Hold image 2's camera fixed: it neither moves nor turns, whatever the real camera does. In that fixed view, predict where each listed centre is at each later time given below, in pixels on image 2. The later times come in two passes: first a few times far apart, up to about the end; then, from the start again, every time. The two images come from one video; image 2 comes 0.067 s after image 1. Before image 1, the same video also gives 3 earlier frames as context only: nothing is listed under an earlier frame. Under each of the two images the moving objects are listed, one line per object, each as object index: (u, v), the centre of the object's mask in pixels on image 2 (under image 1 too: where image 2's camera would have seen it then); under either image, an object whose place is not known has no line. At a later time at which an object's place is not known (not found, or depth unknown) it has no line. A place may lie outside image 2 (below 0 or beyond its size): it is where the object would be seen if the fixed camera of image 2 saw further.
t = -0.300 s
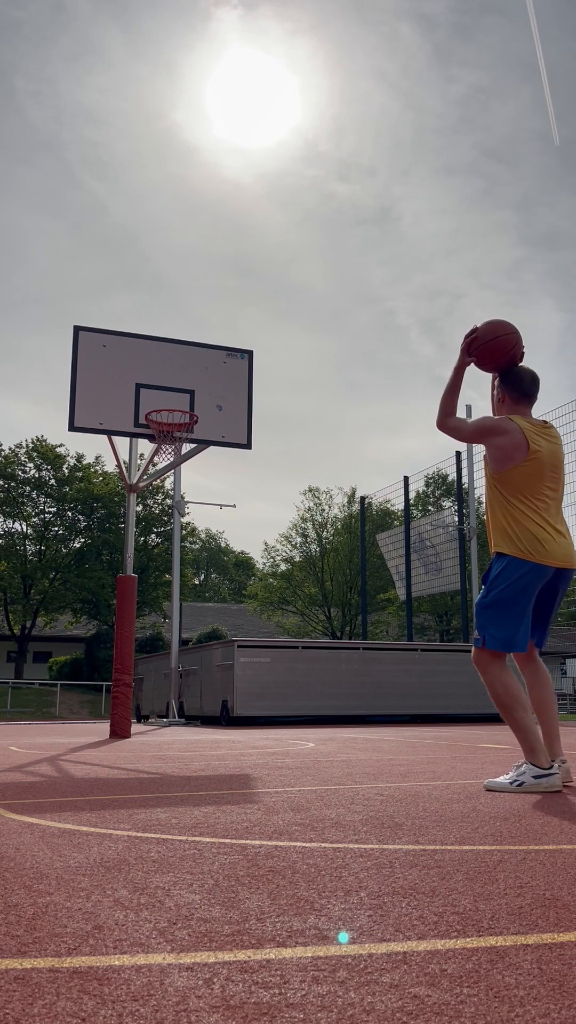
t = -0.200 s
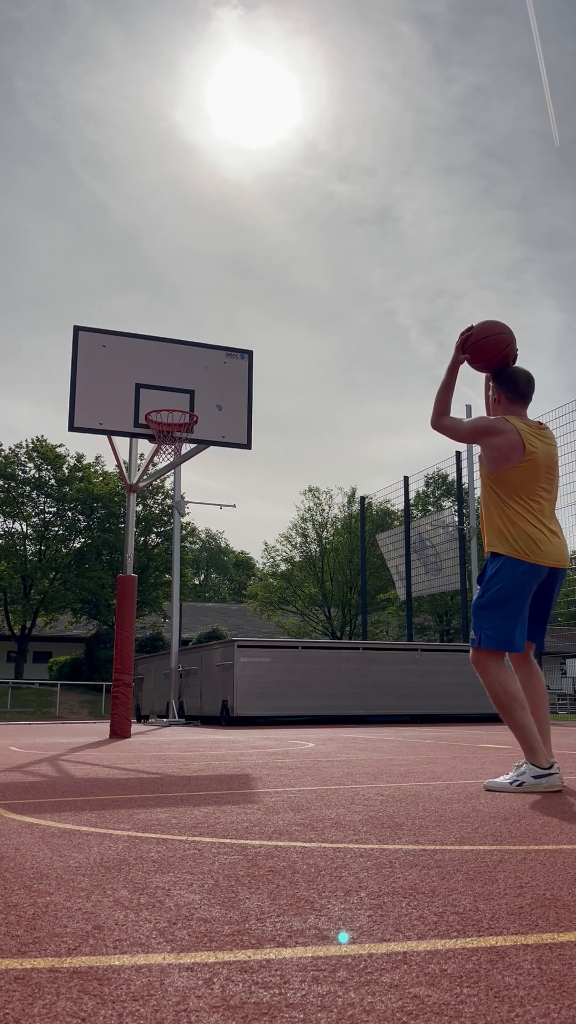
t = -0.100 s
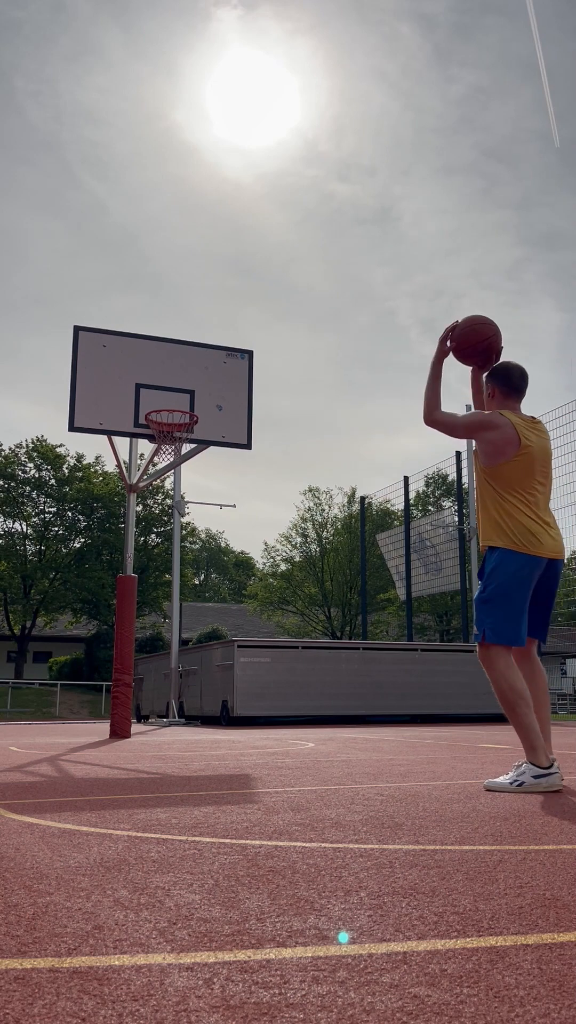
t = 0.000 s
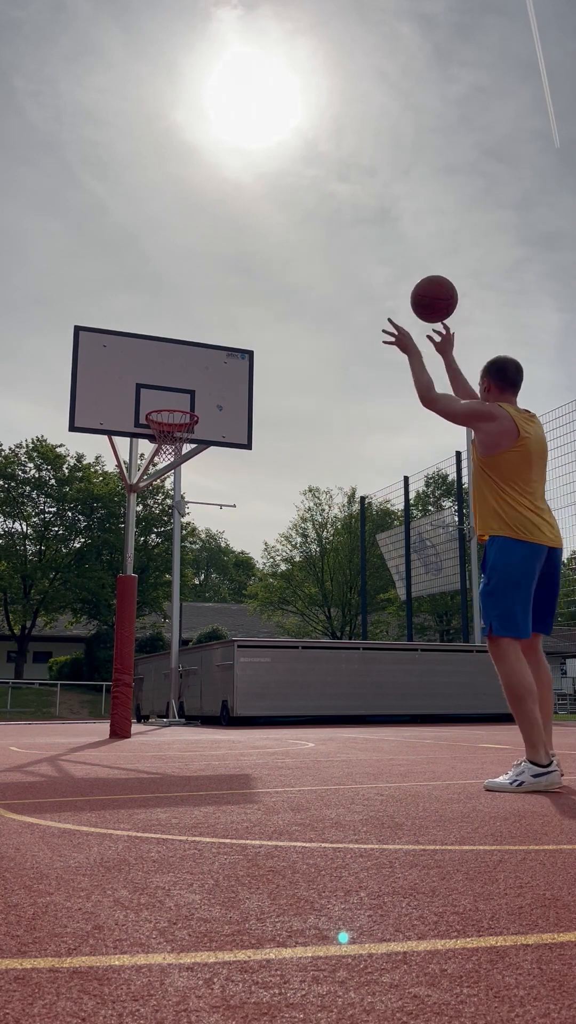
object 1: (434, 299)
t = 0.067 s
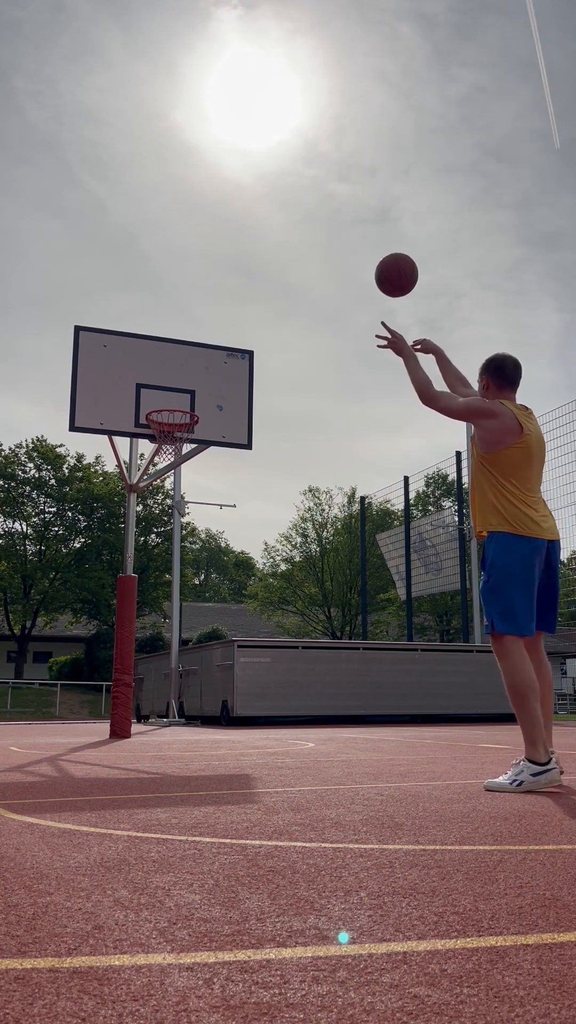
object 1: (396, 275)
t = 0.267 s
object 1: (313, 256)
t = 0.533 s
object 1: (238, 307)
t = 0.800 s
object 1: (185, 410)
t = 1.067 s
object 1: (196, 402)
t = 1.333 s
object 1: (235, 431)
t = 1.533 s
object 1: (262, 494)
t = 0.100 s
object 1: (380, 267)
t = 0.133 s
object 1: (364, 261)
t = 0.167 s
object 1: (350, 257)
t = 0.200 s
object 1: (337, 255)
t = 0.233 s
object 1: (324, 255)
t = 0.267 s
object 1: (313, 256)
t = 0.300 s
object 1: (302, 258)
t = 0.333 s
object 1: (292, 262)
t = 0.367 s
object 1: (282, 267)
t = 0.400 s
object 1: (272, 273)
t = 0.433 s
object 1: (263, 280)
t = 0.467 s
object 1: (255, 288)
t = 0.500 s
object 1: (246, 297)
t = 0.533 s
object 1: (238, 307)
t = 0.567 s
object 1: (231, 317)
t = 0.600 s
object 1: (224, 329)
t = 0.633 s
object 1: (217, 341)
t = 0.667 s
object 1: (210, 353)
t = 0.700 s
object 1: (204, 367)
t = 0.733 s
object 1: (197, 381)
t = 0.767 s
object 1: (191, 395)
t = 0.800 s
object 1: (185, 410)
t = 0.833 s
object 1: (175, 418)
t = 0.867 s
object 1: (164, 419)
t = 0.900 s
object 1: (161, 415)
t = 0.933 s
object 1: (168, 411)
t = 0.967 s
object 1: (177, 407)
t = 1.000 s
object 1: (185, 406)
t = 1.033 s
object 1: (192, 402)
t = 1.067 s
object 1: (196, 402)
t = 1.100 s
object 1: (201, 402)
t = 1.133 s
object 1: (206, 403)
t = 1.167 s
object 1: (212, 405)
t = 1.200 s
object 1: (216, 408)
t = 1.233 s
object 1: (221, 412)
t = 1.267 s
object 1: (226, 418)
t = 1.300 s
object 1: (230, 424)
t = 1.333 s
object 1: (235, 431)
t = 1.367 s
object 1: (240, 438)
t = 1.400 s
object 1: (245, 448)
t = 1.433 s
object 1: (249, 458)
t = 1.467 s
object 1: (254, 469)
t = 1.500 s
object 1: (258, 481)
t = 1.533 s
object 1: (262, 494)
